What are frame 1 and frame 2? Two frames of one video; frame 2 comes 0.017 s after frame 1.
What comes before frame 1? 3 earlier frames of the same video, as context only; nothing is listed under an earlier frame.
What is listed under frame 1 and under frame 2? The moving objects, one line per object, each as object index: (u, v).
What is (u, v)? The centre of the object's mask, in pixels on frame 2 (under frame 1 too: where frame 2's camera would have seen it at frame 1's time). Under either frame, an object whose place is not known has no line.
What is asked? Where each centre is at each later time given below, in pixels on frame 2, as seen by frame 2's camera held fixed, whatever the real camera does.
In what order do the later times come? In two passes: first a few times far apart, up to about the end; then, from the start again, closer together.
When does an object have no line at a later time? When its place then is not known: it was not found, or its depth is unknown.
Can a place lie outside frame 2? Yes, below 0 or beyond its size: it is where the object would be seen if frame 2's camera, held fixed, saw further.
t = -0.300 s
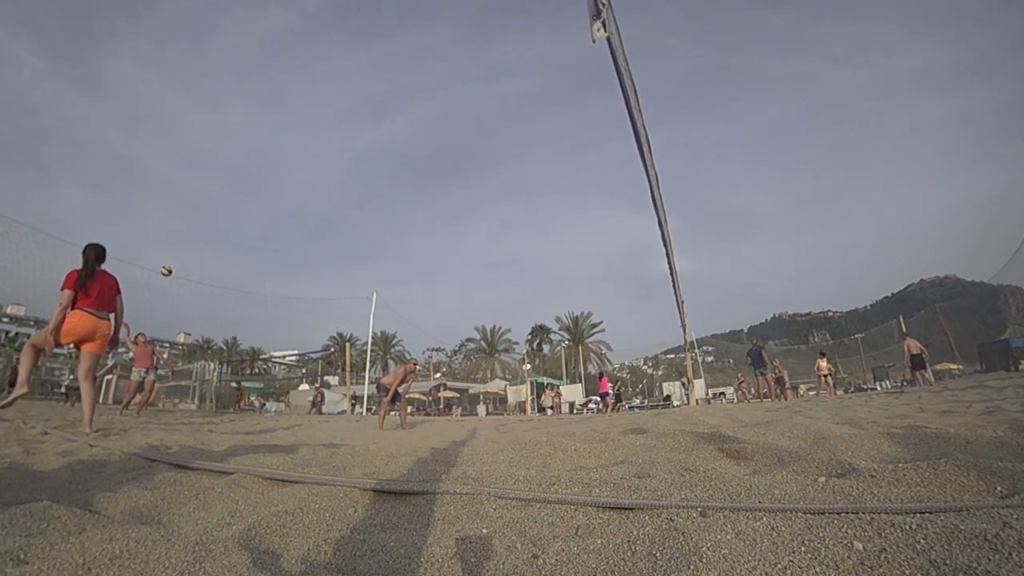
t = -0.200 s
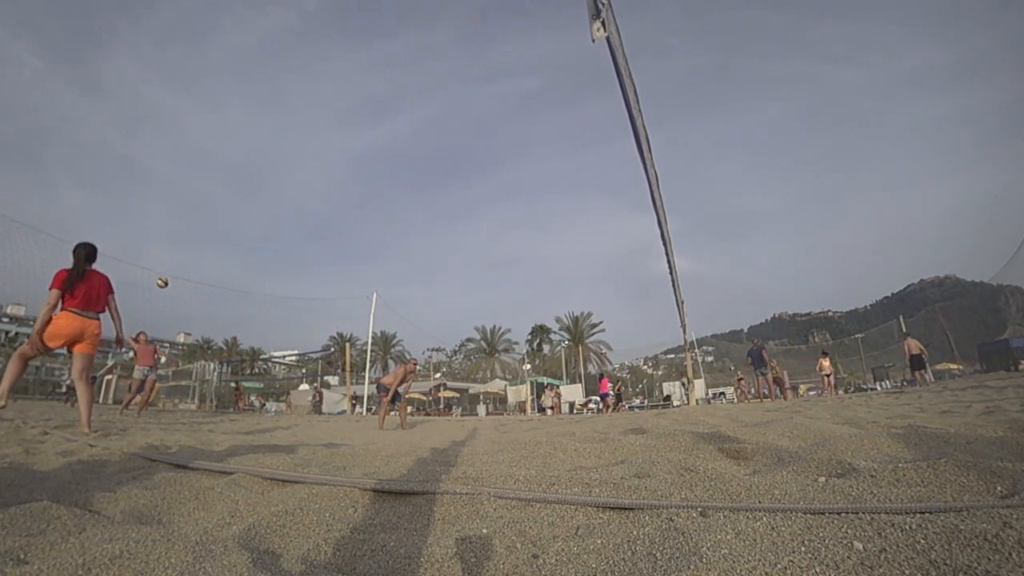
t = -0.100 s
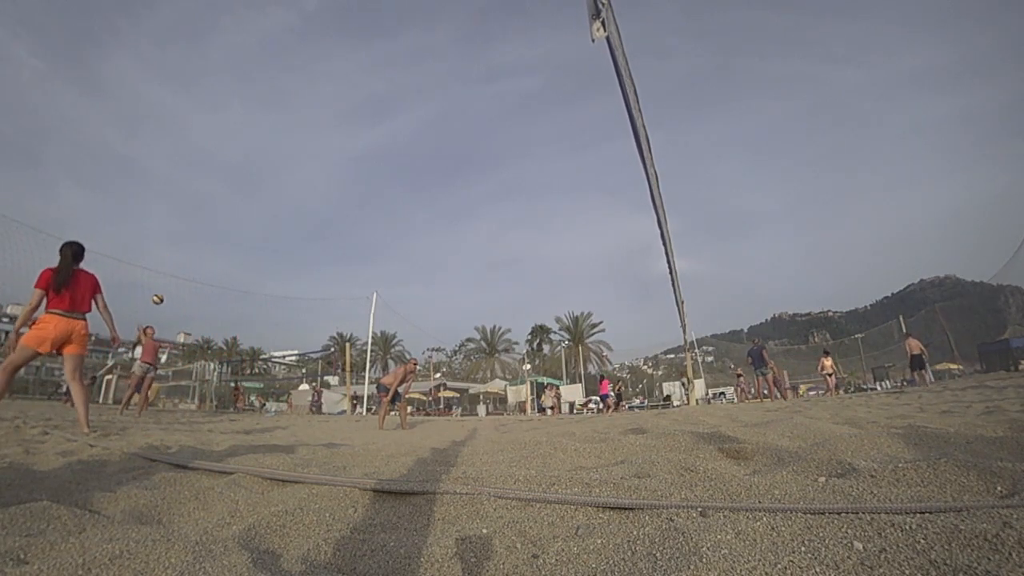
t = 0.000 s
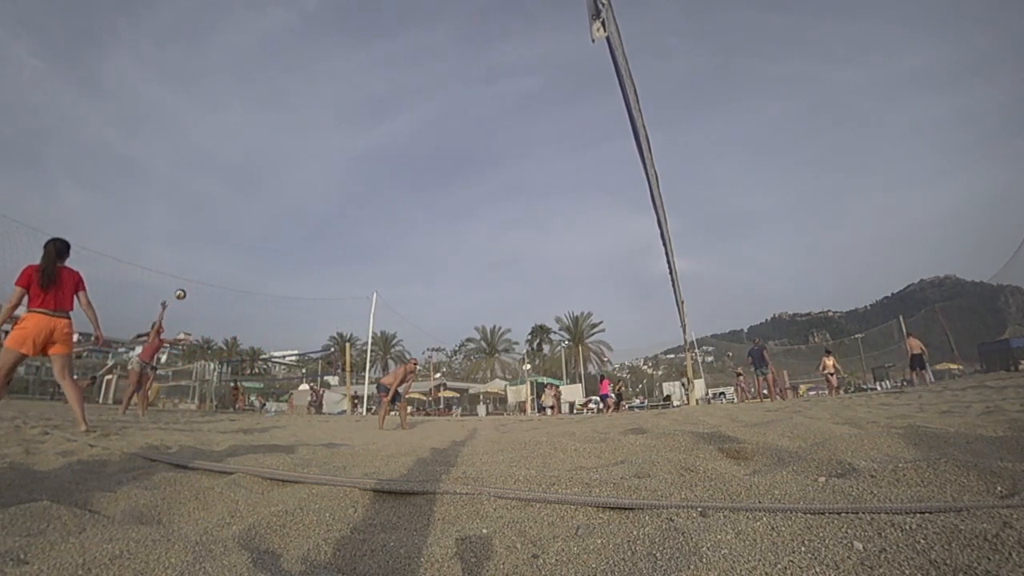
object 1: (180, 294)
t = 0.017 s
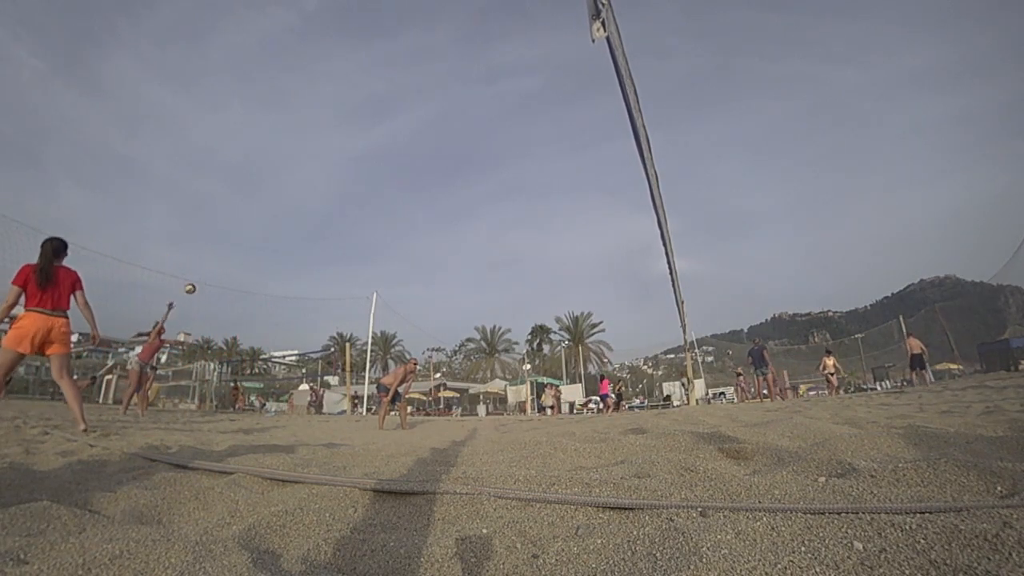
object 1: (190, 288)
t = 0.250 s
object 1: (313, 230)
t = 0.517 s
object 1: (432, 203)
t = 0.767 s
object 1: (526, 208)
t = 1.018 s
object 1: (606, 235)
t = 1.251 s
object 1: (669, 279)
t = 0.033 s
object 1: (199, 283)
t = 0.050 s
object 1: (208, 278)
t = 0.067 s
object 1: (217, 273)
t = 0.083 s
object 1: (226, 268)
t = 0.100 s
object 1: (235, 264)
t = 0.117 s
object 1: (244, 259)
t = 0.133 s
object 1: (253, 255)
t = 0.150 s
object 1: (262, 251)
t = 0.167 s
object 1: (271, 247)
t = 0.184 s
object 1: (279, 243)
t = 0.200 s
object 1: (288, 240)
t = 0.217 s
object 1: (296, 236)
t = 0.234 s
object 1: (305, 233)
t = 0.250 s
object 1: (313, 230)
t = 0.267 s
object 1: (321, 227)
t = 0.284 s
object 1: (328, 224)
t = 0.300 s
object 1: (336, 222)
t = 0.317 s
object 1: (344, 219)
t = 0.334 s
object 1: (352, 217)
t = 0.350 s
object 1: (360, 215)
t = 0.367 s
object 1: (368, 213)
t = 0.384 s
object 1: (375, 211)
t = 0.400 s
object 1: (383, 210)
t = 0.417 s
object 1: (390, 209)
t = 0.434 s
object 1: (397, 207)
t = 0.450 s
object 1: (404, 206)
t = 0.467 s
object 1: (411, 205)
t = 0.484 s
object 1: (418, 204)
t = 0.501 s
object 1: (425, 203)
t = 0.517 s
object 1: (432, 203)
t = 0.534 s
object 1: (438, 202)
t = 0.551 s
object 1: (445, 202)
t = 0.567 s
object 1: (451, 201)
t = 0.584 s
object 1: (458, 201)
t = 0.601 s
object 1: (465, 201)
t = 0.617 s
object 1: (471, 201)
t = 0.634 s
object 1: (478, 202)
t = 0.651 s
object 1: (484, 202)
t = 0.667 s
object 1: (490, 202)
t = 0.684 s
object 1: (496, 203)
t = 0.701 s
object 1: (502, 203)
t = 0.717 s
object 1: (508, 204)
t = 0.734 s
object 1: (514, 205)
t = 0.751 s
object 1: (520, 206)
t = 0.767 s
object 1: (526, 208)
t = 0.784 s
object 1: (531, 209)
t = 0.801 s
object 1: (537, 210)
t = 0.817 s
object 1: (542, 211)
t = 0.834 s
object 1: (548, 213)
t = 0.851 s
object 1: (554, 214)
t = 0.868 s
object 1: (559, 216)
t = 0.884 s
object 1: (565, 217)
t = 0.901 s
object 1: (570, 220)
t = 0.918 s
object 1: (575, 222)
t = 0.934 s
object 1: (580, 224)
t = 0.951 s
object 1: (586, 226)
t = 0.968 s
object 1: (591, 228)
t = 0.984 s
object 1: (596, 230)
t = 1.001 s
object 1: (601, 233)
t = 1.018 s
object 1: (606, 235)
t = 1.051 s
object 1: (616, 240)
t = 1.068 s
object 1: (621, 243)
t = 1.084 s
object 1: (625, 246)
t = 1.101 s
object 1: (630, 249)
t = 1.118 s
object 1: (635, 251)
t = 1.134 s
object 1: (639, 254)
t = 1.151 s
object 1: (644, 258)
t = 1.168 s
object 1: (649, 261)
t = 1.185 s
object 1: (653, 264)
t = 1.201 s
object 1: (658, 268)
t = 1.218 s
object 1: (662, 271)
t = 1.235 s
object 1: (666, 275)
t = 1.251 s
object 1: (669, 279)
